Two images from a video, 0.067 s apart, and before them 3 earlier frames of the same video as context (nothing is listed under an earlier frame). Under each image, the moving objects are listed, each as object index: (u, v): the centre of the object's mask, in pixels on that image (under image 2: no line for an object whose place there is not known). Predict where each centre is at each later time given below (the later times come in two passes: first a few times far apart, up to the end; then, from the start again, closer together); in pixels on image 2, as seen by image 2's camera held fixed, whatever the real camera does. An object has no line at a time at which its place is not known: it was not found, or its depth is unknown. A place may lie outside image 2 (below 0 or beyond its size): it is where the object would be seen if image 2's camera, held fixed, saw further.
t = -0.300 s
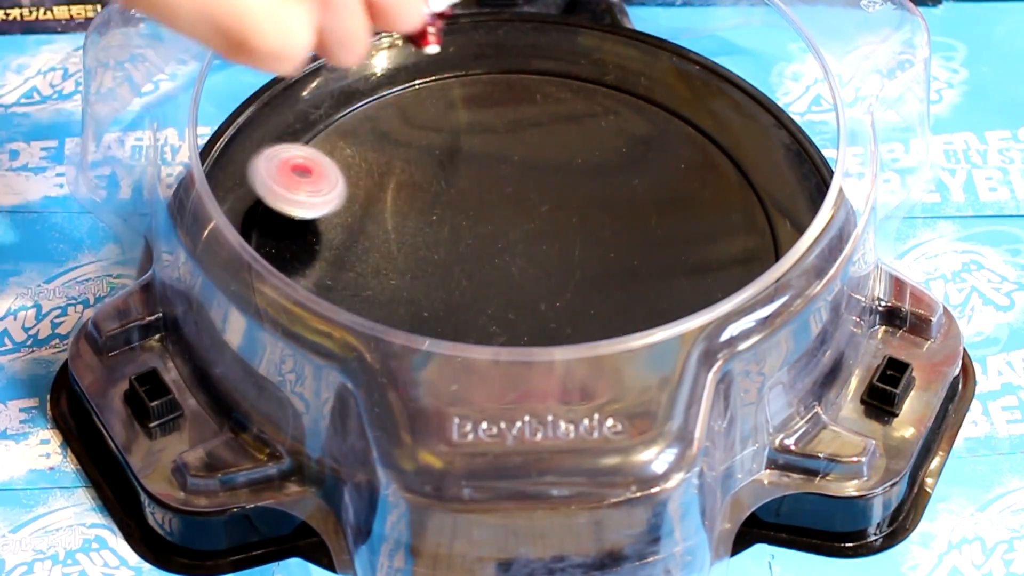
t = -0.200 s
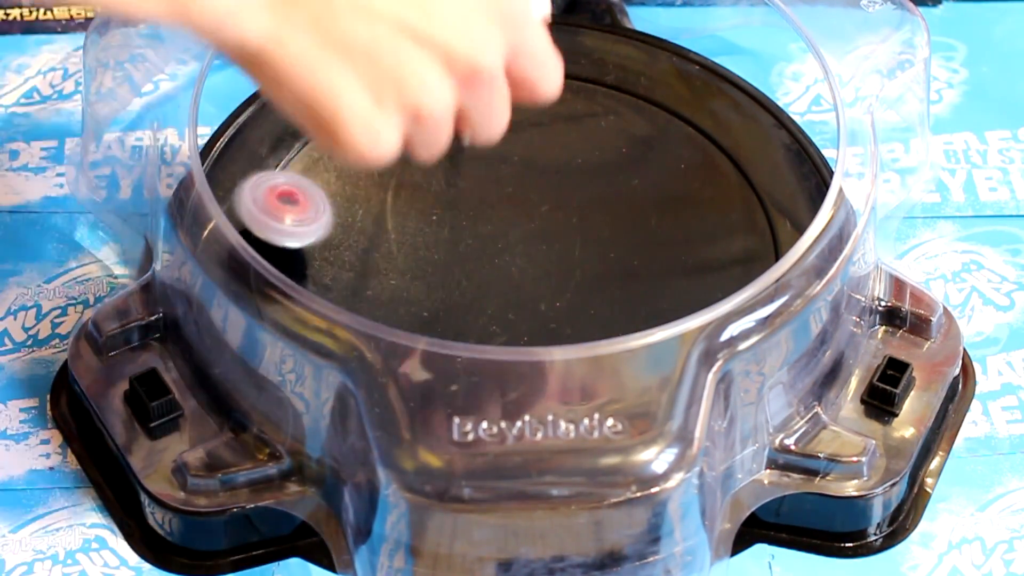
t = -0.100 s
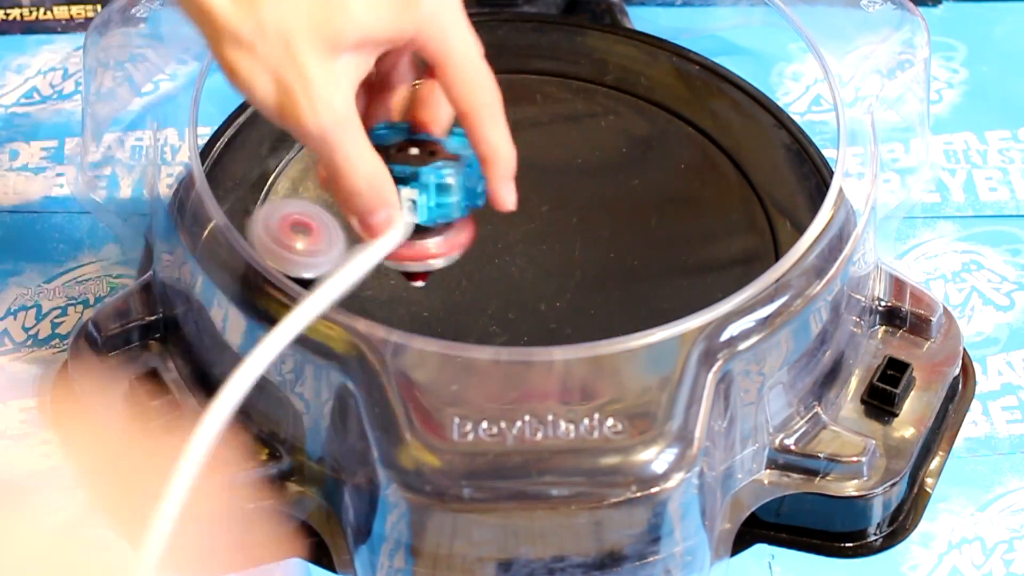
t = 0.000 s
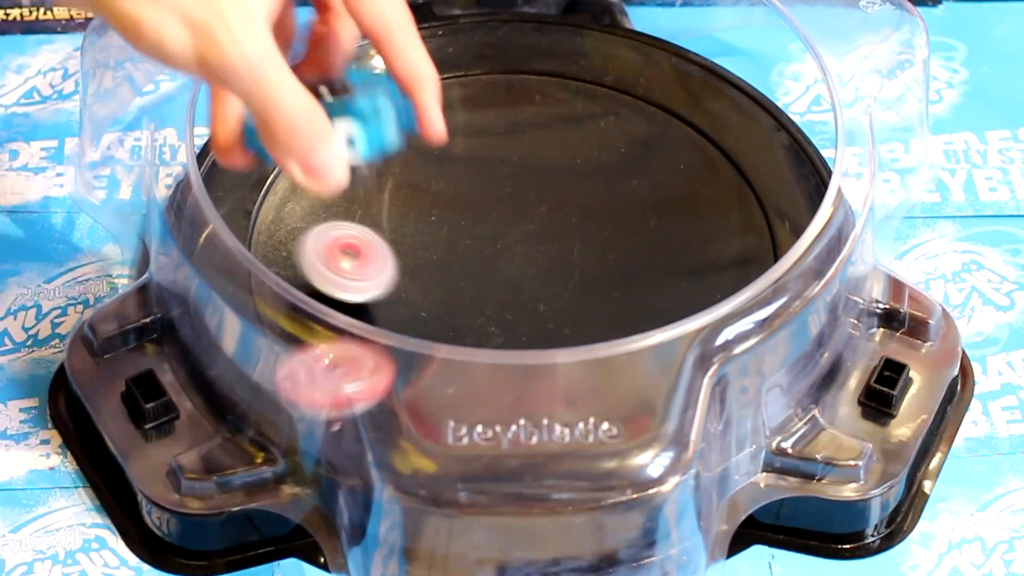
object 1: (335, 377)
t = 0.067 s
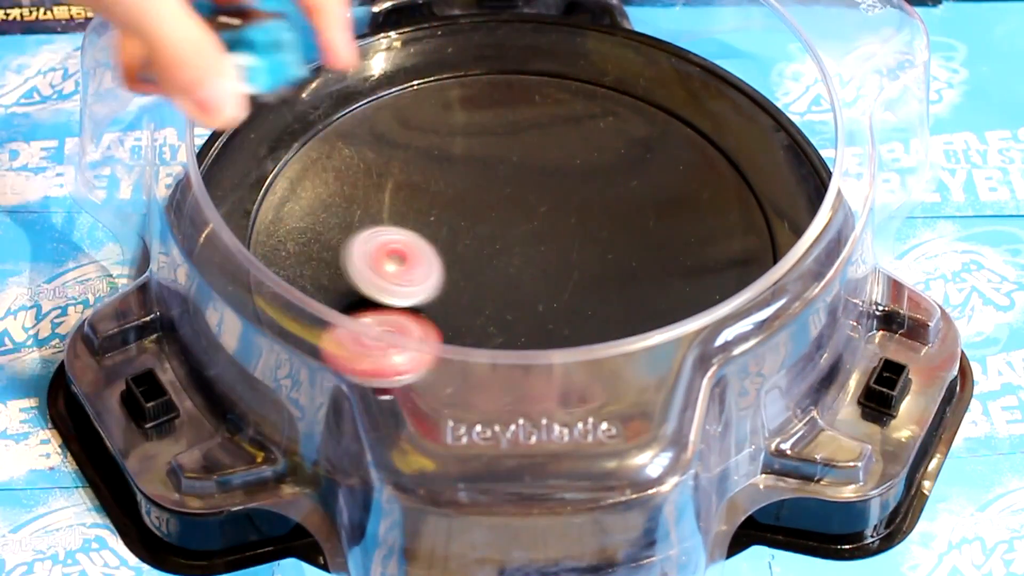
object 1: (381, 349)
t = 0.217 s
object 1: (495, 339)
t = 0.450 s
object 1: (470, 194)
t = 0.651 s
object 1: (228, 144)
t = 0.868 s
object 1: (282, 185)
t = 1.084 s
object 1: (415, 275)
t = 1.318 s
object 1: (551, 234)
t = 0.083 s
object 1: (393, 352)
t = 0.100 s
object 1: (406, 361)
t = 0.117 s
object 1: (421, 370)
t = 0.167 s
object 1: (457, 365)
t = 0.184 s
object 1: (471, 362)
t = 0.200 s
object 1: (484, 350)
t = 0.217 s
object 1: (495, 339)
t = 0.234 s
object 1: (505, 327)
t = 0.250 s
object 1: (514, 322)
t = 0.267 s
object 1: (522, 316)
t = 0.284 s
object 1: (529, 307)
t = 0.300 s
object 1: (534, 296)
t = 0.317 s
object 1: (538, 285)
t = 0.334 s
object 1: (538, 273)
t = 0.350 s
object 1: (538, 263)
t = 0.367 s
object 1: (533, 251)
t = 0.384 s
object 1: (525, 238)
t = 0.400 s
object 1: (516, 228)
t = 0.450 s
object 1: (470, 194)
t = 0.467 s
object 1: (451, 182)
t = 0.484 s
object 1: (431, 174)
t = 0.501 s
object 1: (409, 163)
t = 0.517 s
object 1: (387, 155)
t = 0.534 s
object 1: (363, 148)
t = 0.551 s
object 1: (340, 141)
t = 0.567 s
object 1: (315, 136)
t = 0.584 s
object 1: (290, 132)
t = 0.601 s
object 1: (271, 129)
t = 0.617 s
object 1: (253, 130)
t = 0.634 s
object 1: (238, 134)
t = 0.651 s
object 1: (228, 144)
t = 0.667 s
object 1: (203, 155)
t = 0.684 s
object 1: (195, 162)
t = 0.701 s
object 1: (202, 159)
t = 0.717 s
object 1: (210, 158)
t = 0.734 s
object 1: (229, 160)
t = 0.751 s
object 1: (230, 159)
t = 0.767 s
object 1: (239, 161)
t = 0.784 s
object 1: (245, 163)
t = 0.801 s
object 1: (251, 165)
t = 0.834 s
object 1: (266, 171)
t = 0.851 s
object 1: (274, 178)
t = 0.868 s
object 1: (282, 185)
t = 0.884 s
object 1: (290, 191)
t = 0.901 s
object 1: (298, 198)
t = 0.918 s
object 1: (308, 206)
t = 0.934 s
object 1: (317, 213)
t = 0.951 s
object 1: (327, 220)
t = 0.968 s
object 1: (337, 228)
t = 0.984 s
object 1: (348, 236)
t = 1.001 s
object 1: (359, 243)
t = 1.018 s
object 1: (369, 251)
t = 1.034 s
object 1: (381, 258)
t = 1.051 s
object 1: (393, 264)
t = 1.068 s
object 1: (404, 271)
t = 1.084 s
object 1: (415, 275)
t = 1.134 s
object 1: (449, 287)
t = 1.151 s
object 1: (460, 290)
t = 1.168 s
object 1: (471, 290)
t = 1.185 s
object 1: (482, 289)
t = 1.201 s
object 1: (493, 287)
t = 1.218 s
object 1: (504, 283)
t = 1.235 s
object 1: (513, 279)
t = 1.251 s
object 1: (522, 273)
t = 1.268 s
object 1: (530, 262)
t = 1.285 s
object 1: (538, 256)
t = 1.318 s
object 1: (551, 234)
